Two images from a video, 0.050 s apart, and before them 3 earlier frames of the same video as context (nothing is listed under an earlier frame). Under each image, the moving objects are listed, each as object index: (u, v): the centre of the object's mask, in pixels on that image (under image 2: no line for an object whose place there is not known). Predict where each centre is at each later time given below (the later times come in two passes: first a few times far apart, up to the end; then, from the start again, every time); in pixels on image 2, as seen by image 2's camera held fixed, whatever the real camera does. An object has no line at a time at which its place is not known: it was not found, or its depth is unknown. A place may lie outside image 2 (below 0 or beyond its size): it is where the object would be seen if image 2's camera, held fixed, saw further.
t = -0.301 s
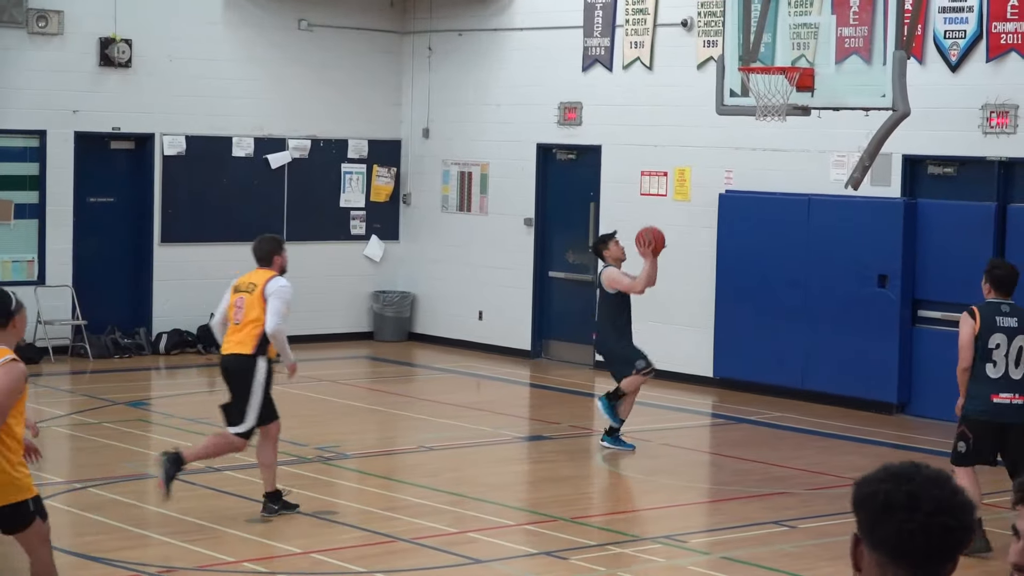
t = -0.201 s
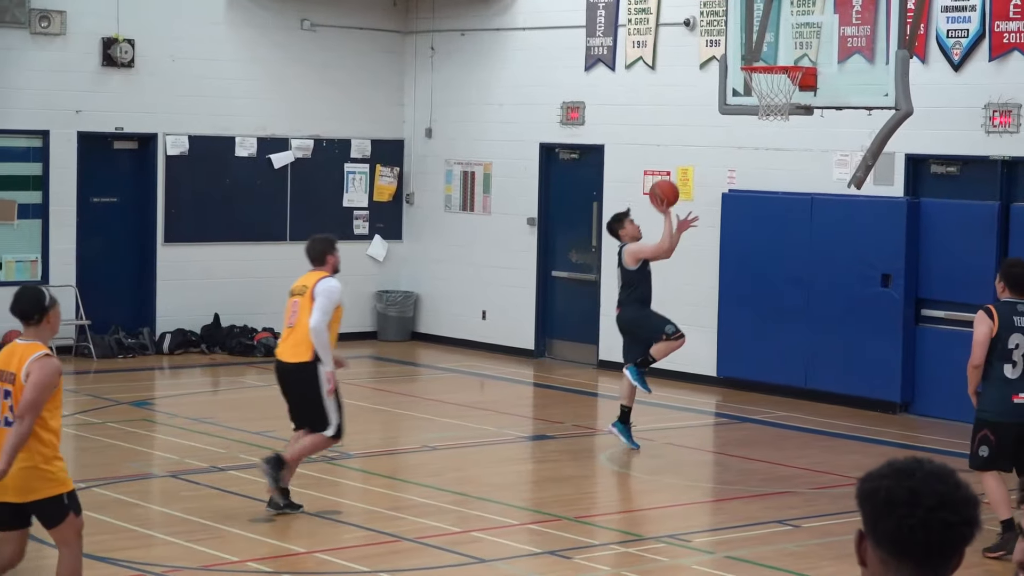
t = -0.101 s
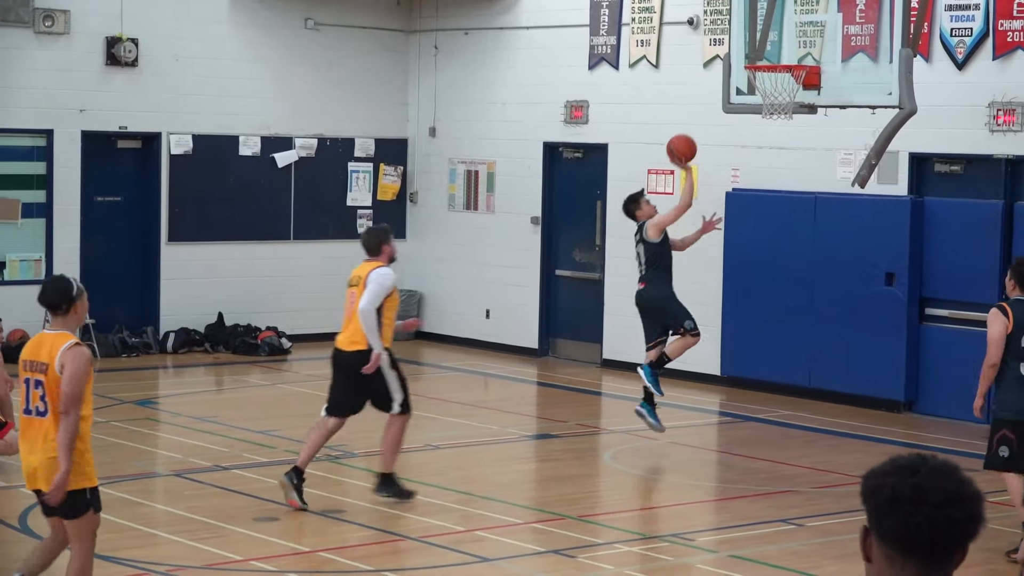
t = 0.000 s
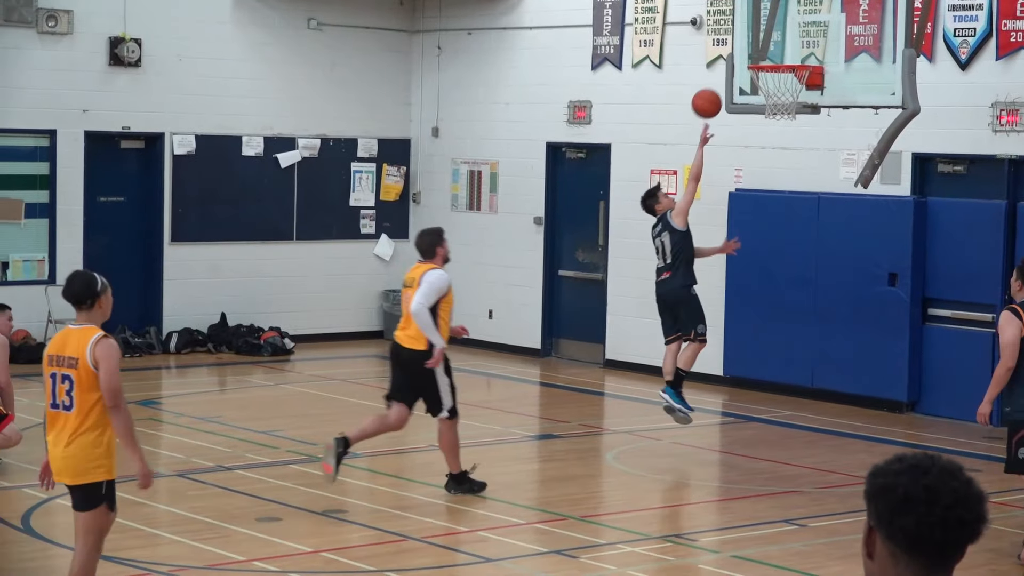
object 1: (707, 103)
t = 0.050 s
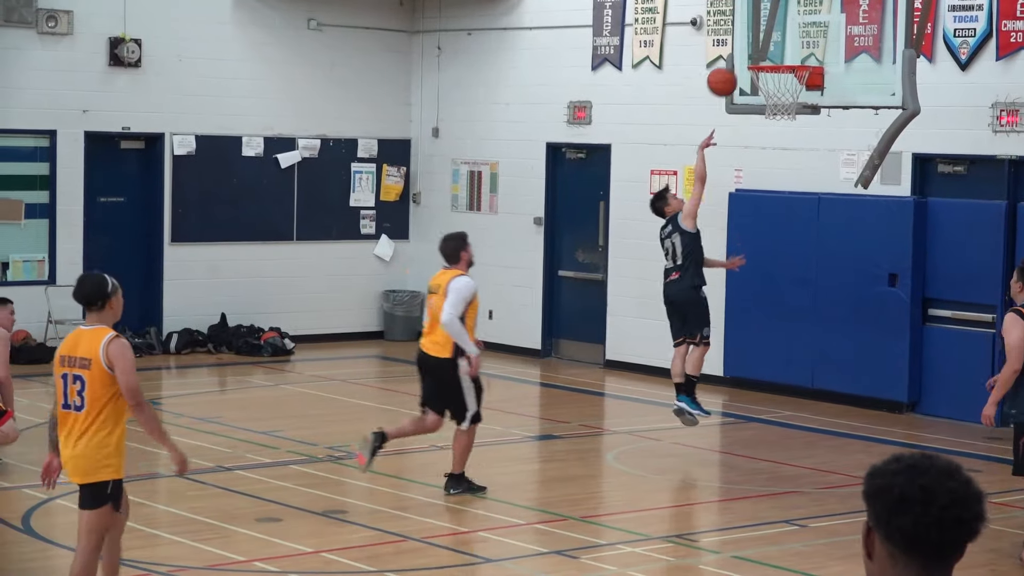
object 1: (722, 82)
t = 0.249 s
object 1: (782, 24)
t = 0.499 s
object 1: (772, 50)
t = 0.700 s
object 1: (779, 111)
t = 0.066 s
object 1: (727, 75)
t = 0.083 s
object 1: (732, 69)
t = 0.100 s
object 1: (737, 62)
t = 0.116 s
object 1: (742, 56)
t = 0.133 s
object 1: (747, 51)
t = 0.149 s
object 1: (752, 46)
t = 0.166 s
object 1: (757, 42)
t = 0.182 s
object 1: (762, 37)
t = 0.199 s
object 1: (768, 33)
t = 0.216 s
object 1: (772, 29)
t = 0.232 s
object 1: (778, 26)
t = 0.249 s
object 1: (782, 24)
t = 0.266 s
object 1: (782, 23)
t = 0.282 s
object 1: (781, 22)
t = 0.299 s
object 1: (780, 23)
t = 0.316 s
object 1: (780, 23)
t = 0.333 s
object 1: (779, 23)
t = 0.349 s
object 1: (778, 24)
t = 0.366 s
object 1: (778, 26)
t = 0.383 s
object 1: (777, 28)
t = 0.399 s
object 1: (777, 30)
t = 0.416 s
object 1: (776, 32)
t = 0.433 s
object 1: (775, 35)
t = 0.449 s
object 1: (774, 38)
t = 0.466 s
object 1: (773, 41)
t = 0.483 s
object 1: (773, 45)
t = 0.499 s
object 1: (772, 50)
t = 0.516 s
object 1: (771, 53)
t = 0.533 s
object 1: (771, 55)
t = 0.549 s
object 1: (769, 64)
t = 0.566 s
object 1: (769, 69)
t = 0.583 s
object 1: (770, 74)
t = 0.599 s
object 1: (771, 80)
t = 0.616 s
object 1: (773, 83)
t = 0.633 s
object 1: (774, 89)
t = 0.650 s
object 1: (776, 94)
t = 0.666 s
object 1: (777, 100)
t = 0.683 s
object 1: (778, 106)
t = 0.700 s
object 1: (779, 111)
